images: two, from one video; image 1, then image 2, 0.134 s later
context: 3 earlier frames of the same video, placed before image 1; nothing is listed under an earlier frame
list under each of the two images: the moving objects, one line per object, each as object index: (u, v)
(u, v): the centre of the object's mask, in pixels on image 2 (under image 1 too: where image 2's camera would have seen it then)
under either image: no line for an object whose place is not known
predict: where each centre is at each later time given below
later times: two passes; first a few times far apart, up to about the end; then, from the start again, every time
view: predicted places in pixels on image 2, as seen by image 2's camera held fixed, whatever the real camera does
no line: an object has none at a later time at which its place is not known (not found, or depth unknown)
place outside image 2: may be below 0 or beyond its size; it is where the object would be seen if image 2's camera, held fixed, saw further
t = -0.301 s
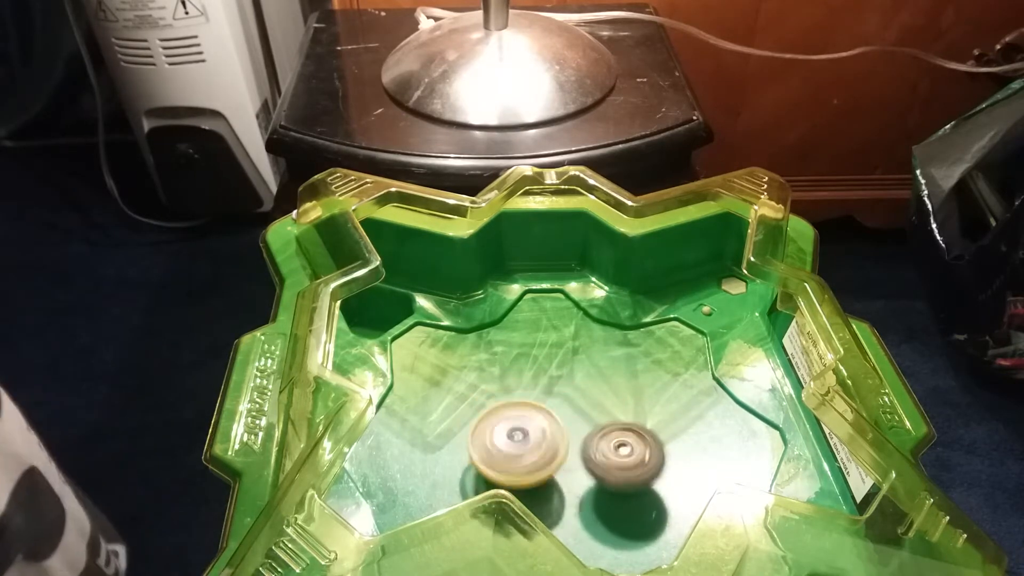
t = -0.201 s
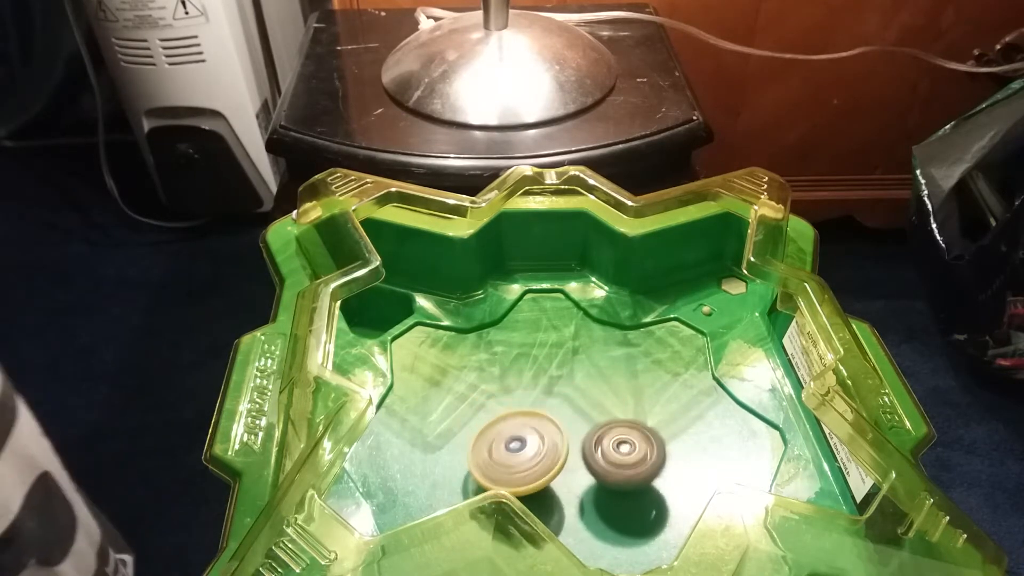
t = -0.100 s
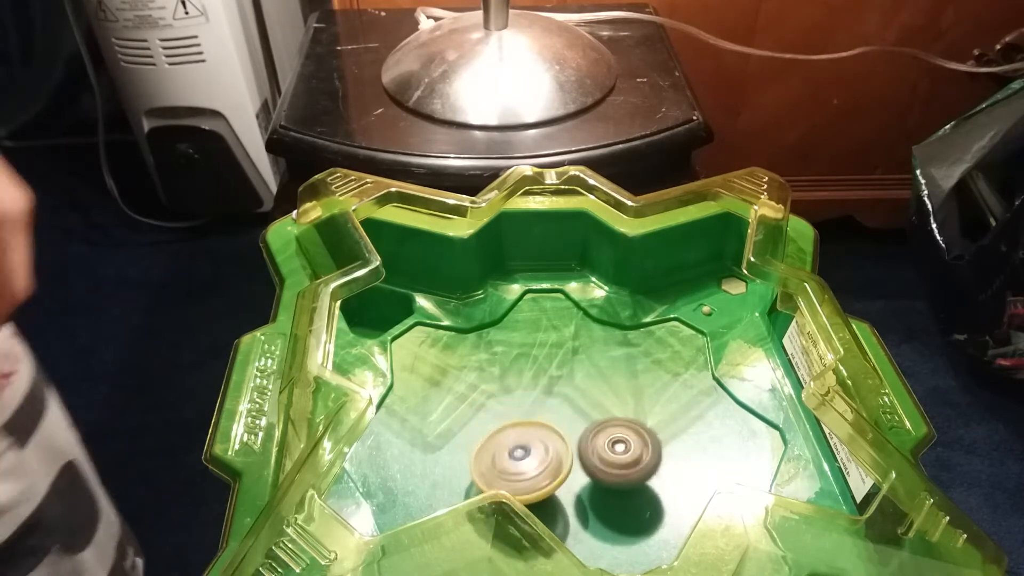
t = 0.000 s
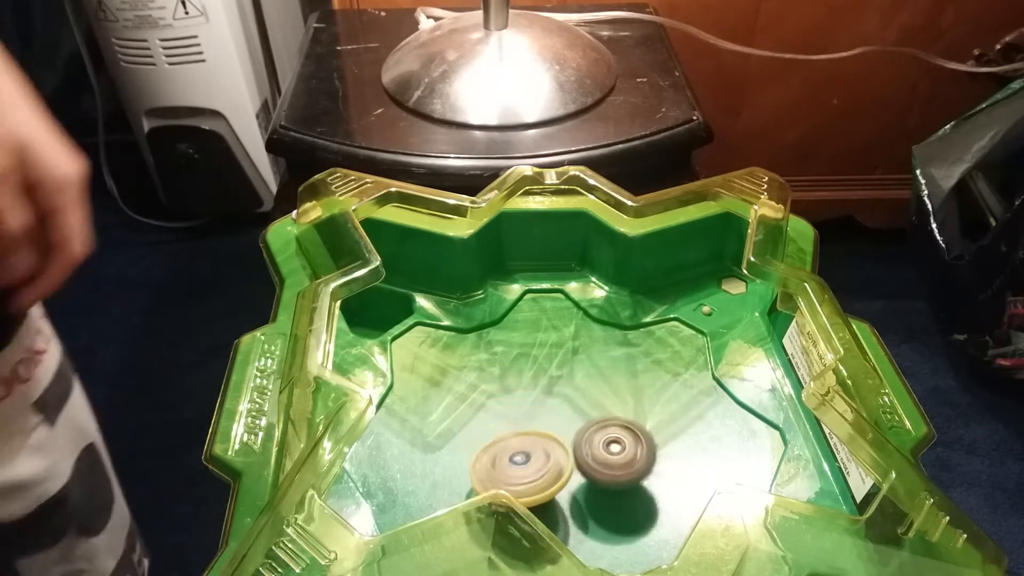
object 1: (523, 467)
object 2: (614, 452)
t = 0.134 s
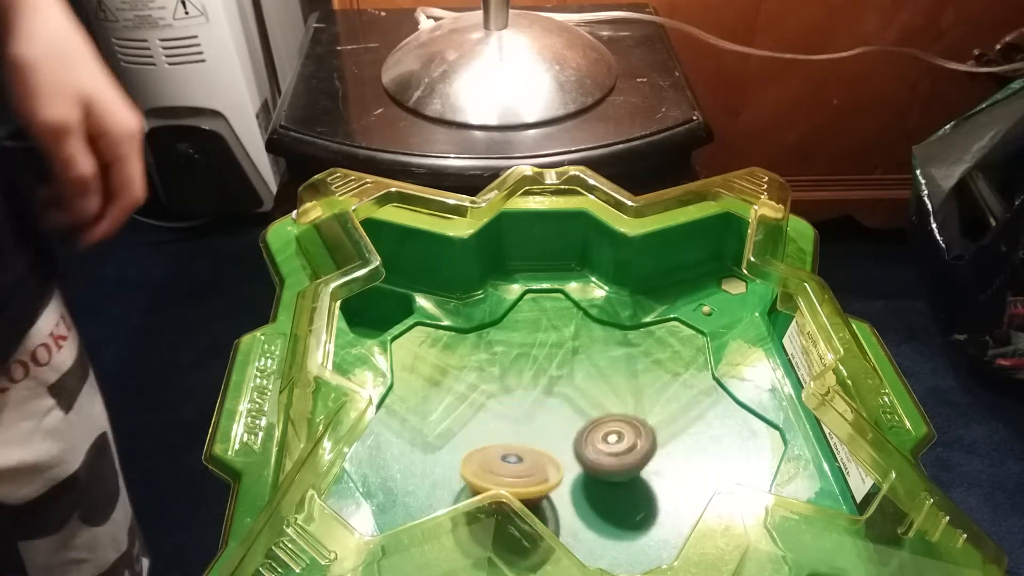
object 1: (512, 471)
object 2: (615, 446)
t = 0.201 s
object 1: (513, 472)
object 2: (621, 444)
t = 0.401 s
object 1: (520, 468)
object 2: (614, 439)
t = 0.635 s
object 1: (538, 477)
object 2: (619, 438)
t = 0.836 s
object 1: (553, 489)
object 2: (616, 442)
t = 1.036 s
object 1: (555, 500)
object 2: (621, 449)
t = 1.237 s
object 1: (559, 499)
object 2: (621, 451)
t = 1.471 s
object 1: (563, 501)
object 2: (617, 435)
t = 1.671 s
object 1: (580, 507)
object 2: (600, 438)
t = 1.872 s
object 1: (596, 527)
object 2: (589, 443)
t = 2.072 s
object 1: (599, 527)
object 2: (593, 446)
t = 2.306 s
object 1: (609, 508)
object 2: (576, 437)
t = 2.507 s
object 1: (636, 509)
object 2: (582, 440)
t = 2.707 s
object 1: (643, 504)
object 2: (596, 446)
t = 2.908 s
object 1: (637, 494)
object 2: (622, 433)
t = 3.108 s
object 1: (621, 485)
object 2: (655, 435)
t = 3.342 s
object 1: (604, 475)
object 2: (658, 437)
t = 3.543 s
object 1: (596, 469)
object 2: (660, 439)
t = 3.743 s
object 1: (596, 468)
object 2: (658, 436)
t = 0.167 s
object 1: (513, 471)
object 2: (618, 446)
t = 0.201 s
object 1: (513, 472)
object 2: (621, 444)
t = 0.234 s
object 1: (513, 471)
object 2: (620, 441)
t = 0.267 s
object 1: (512, 470)
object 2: (619, 441)
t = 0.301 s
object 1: (512, 469)
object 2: (619, 441)
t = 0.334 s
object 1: (514, 468)
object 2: (620, 441)
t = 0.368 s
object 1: (517, 468)
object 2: (618, 438)
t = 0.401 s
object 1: (520, 468)
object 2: (614, 439)
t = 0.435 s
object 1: (524, 468)
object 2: (613, 440)
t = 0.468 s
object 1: (528, 469)
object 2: (613, 441)
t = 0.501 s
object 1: (526, 470)
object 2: (616, 437)
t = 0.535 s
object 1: (526, 470)
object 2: (615, 436)
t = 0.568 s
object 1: (530, 471)
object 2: (613, 436)
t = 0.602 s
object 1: (535, 474)
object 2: (615, 438)
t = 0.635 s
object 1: (538, 477)
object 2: (619, 438)
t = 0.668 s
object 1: (540, 479)
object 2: (618, 436)
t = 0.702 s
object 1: (543, 480)
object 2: (615, 438)
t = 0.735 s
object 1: (545, 482)
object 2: (617, 440)
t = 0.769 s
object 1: (548, 485)
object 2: (618, 440)
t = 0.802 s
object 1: (550, 487)
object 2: (618, 440)
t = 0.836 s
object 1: (553, 489)
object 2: (616, 442)
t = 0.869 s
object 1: (554, 491)
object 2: (617, 444)
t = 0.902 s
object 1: (553, 493)
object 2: (619, 446)
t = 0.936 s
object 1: (553, 495)
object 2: (619, 445)
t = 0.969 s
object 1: (554, 496)
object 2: (617, 446)
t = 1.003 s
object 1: (555, 498)
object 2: (617, 448)
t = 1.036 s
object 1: (555, 500)
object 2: (621, 449)
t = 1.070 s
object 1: (555, 500)
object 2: (620, 449)
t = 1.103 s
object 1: (554, 499)
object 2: (619, 449)
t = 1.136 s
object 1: (554, 499)
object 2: (618, 451)
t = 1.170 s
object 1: (555, 499)
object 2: (622, 451)
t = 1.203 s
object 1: (557, 499)
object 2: (622, 451)
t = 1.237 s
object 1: (559, 499)
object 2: (621, 451)
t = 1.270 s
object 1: (546, 509)
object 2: (622, 448)
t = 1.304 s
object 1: (554, 497)
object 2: (622, 446)
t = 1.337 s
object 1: (555, 498)
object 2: (622, 445)
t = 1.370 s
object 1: (558, 500)
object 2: (623, 442)
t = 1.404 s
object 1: (562, 502)
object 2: (624, 438)
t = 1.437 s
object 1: (563, 502)
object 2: (621, 435)
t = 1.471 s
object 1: (563, 501)
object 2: (617, 435)
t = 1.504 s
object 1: (565, 501)
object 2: (614, 436)
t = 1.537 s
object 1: (568, 502)
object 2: (614, 437)
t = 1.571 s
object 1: (572, 504)
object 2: (611, 435)
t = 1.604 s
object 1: (576, 506)
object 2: (605, 434)
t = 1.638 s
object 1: (577, 507)
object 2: (601, 436)
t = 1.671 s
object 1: (580, 507)
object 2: (600, 438)
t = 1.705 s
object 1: (583, 509)
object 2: (599, 439)
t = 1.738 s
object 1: (586, 513)
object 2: (596, 439)
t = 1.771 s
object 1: (590, 518)
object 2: (591, 437)
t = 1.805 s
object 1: (594, 523)
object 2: (586, 439)
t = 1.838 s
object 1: (595, 526)
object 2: (585, 442)
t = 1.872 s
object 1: (596, 527)
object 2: (589, 443)
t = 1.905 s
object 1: (597, 529)
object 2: (591, 442)
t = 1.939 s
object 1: (590, 534)
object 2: (590, 441)
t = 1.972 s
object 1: (597, 532)
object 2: (587, 441)
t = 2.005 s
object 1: (597, 531)
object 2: (586, 443)
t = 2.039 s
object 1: (598, 529)
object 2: (589, 445)
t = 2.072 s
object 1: (599, 527)
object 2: (593, 446)
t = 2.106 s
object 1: (600, 525)
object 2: (594, 444)
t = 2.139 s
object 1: (600, 521)
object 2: (591, 441)
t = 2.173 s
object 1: (600, 519)
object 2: (586, 440)
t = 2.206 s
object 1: (602, 517)
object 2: (581, 438)
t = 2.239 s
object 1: (603, 514)
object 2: (577, 438)
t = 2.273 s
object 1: (605, 510)
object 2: (576, 436)
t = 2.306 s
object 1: (609, 508)
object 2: (576, 437)
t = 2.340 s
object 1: (613, 507)
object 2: (577, 439)
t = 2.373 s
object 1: (616, 506)
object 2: (580, 438)
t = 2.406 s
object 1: (619, 503)
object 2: (582, 437)
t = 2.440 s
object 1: (624, 505)
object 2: (583, 437)
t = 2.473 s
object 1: (629, 508)
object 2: (581, 438)
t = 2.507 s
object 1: (636, 509)
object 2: (582, 440)
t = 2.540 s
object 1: (641, 508)
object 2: (583, 442)
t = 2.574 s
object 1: (644, 509)
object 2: (585, 445)
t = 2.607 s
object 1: (645, 510)
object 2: (588, 445)
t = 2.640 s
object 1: (643, 509)
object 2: (590, 447)
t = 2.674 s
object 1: (642, 507)
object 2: (593, 446)
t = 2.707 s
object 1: (643, 504)
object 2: (596, 446)
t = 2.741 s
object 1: (644, 501)
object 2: (600, 445)
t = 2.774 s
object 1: (645, 500)
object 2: (604, 444)
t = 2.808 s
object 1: (644, 498)
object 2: (608, 442)
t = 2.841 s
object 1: (642, 496)
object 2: (611, 440)
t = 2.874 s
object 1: (640, 495)
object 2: (617, 438)
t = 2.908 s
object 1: (637, 494)
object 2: (622, 433)
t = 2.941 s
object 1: (637, 493)
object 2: (628, 430)
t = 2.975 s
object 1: (638, 492)
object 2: (633, 430)
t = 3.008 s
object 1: (636, 490)
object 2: (639, 430)
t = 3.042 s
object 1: (632, 487)
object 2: (646, 431)
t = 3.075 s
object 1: (626, 485)
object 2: (651, 433)
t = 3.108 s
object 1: (621, 485)
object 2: (655, 435)
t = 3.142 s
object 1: (617, 486)
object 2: (657, 436)
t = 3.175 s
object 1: (614, 486)
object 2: (659, 438)
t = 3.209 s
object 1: (612, 485)
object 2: (660, 439)
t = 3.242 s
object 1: (609, 481)
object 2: (660, 440)
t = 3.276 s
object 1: (606, 478)
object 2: (660, 439)
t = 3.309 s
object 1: (605, 476)
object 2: (659, 438)
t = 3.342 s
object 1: (604, 475)
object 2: (658, 437)
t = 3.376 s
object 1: (602, 472)
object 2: (658, 436)
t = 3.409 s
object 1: (600, 470)
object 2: (657, 436)
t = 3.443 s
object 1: (599, 470)
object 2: (658, 436)
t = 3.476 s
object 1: (597, 469)
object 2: (659, 437)
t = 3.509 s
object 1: (596, 469)
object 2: (659, 438)
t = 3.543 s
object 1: (596, 469)
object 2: (660, 439)
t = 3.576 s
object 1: (595, 469)
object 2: (660, 440)
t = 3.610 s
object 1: (596, 469)
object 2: (660, 439)
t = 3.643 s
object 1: (596, 468)
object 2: (660, 439)
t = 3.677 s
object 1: (596, 468)
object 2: (659, 438)
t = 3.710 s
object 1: (596, 468)
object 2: (659, 437)
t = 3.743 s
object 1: (596, 468)
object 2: (658, 436)
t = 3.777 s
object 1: (596, 468)
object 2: (658, 436)
